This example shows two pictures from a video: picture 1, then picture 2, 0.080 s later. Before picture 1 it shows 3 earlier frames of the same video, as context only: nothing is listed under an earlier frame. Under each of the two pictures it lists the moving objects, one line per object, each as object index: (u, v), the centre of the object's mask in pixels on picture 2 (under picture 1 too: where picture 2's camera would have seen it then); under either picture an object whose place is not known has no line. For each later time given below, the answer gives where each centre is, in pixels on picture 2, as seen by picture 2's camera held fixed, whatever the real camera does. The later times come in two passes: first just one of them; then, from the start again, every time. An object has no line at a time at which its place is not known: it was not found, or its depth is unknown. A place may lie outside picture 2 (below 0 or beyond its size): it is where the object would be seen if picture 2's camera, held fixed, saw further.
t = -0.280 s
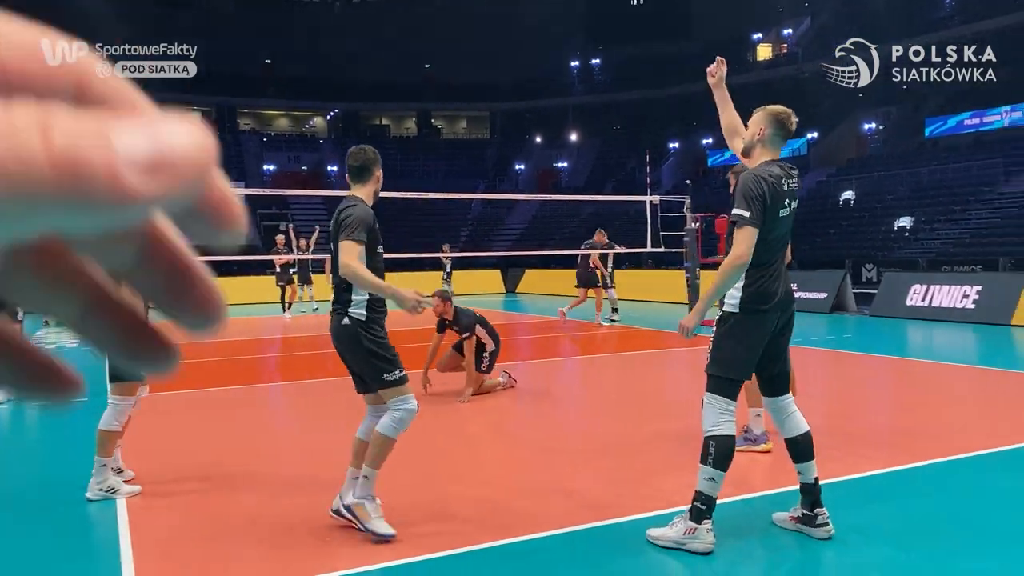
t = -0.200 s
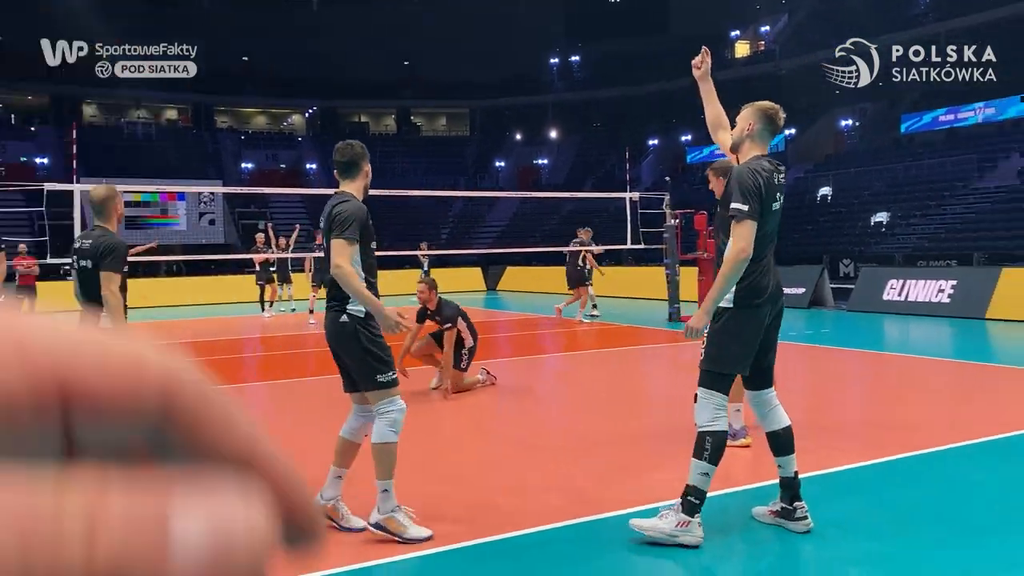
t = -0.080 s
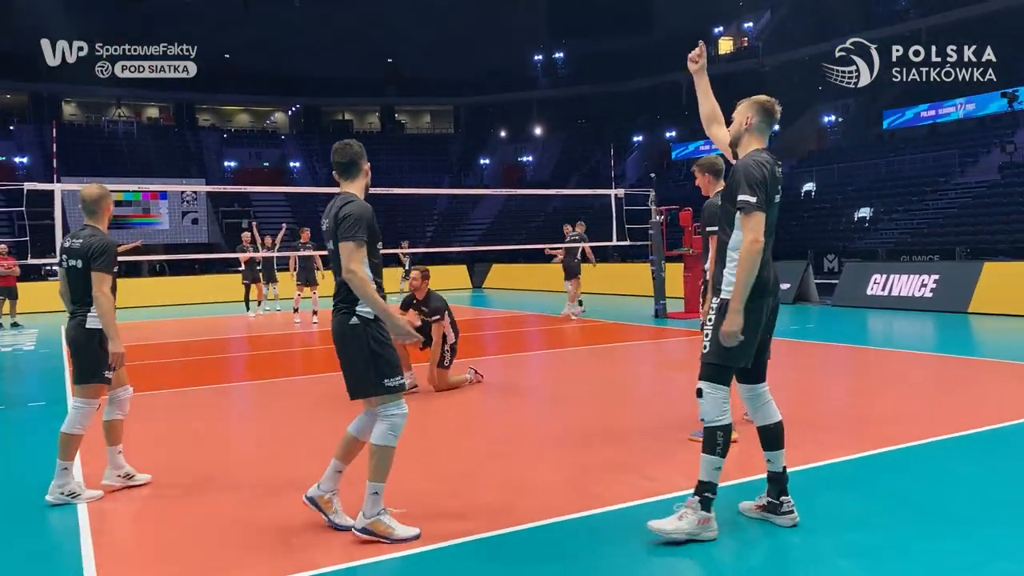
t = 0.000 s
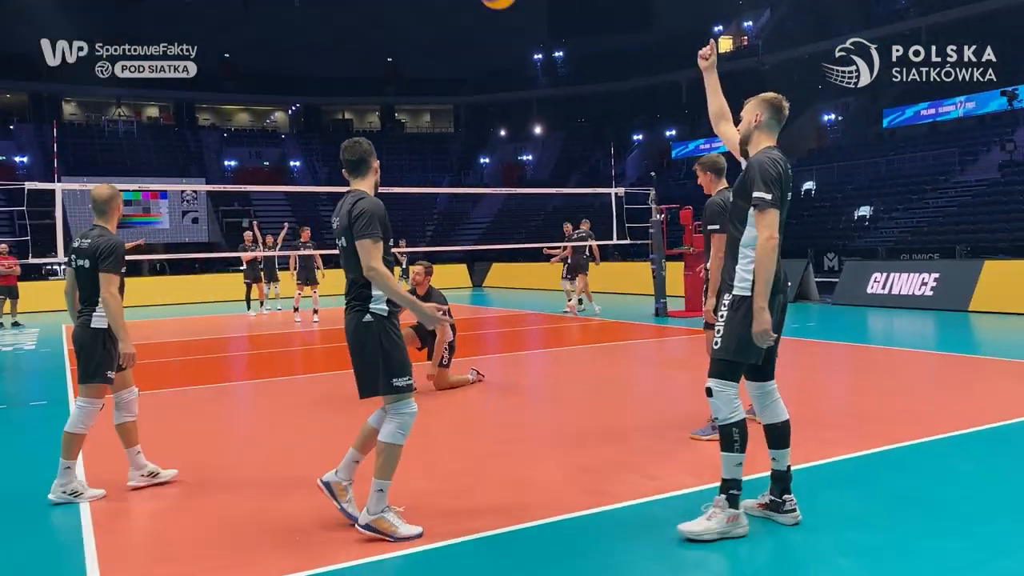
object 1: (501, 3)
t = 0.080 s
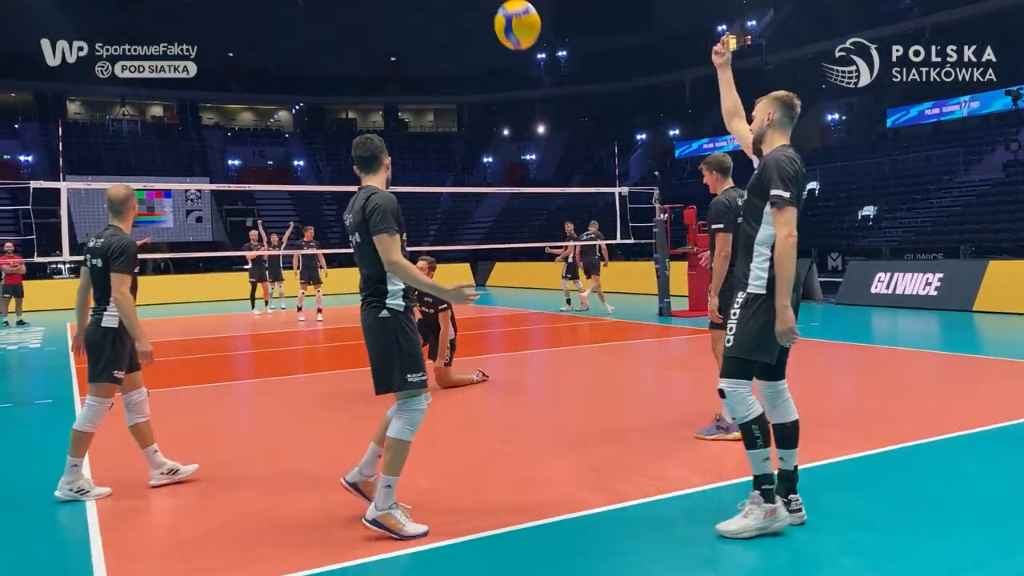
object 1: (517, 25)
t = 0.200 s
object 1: (542, 113)
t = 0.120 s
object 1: (525, 51)
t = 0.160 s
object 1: (533, 80)
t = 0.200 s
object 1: (542, 113)
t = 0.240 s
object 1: (550, 149)
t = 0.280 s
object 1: (556, 189)
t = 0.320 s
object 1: (563, 230)
